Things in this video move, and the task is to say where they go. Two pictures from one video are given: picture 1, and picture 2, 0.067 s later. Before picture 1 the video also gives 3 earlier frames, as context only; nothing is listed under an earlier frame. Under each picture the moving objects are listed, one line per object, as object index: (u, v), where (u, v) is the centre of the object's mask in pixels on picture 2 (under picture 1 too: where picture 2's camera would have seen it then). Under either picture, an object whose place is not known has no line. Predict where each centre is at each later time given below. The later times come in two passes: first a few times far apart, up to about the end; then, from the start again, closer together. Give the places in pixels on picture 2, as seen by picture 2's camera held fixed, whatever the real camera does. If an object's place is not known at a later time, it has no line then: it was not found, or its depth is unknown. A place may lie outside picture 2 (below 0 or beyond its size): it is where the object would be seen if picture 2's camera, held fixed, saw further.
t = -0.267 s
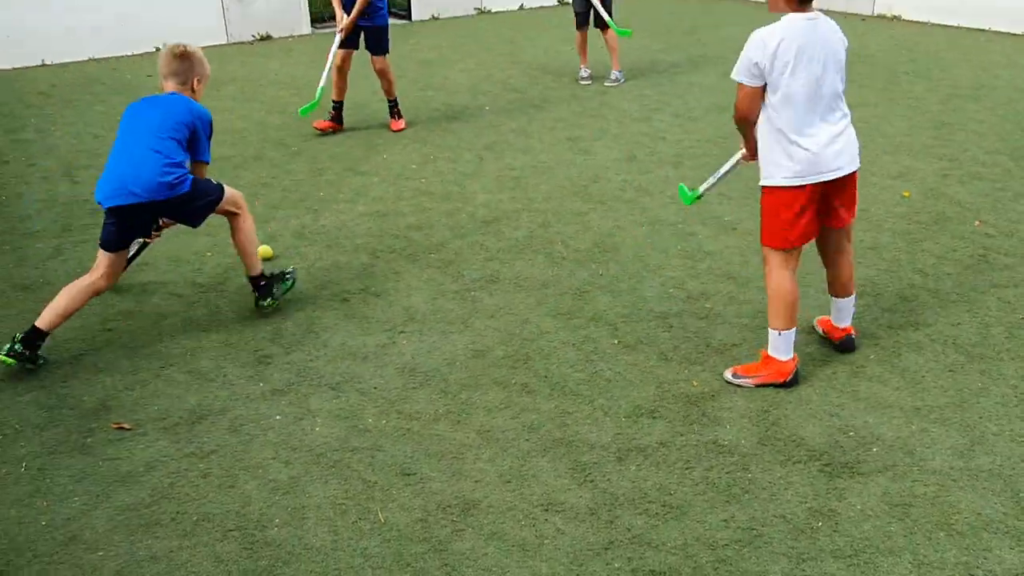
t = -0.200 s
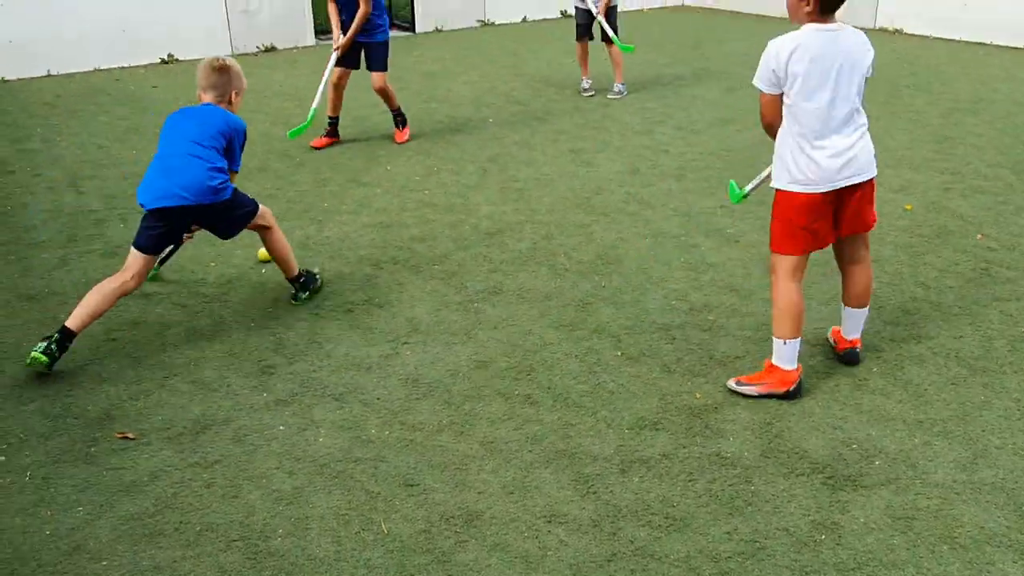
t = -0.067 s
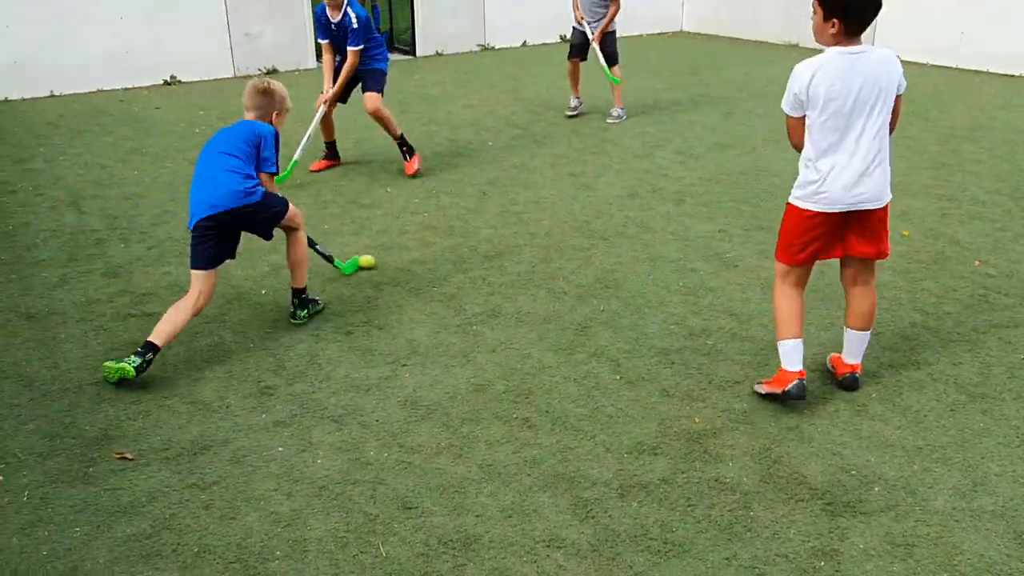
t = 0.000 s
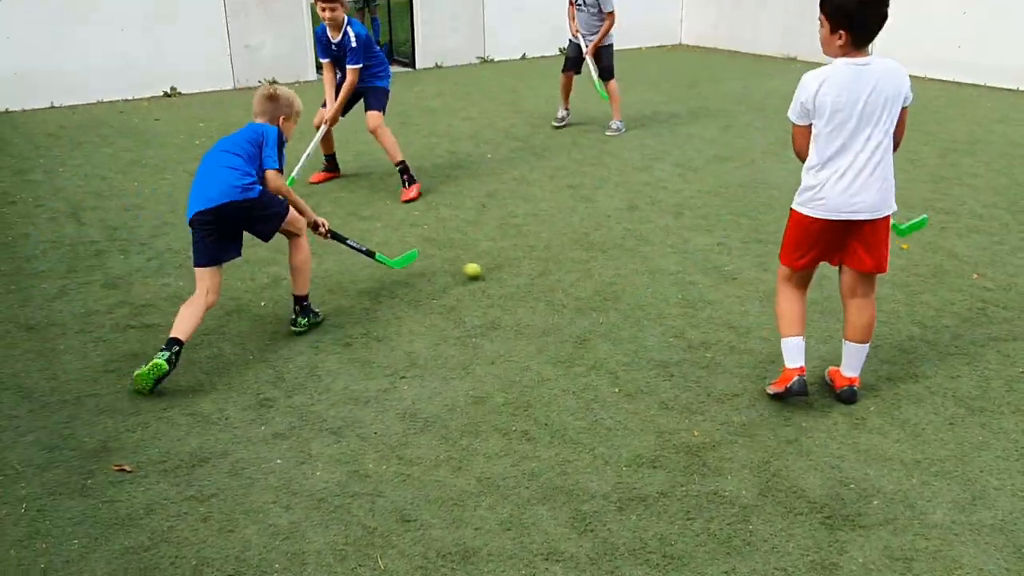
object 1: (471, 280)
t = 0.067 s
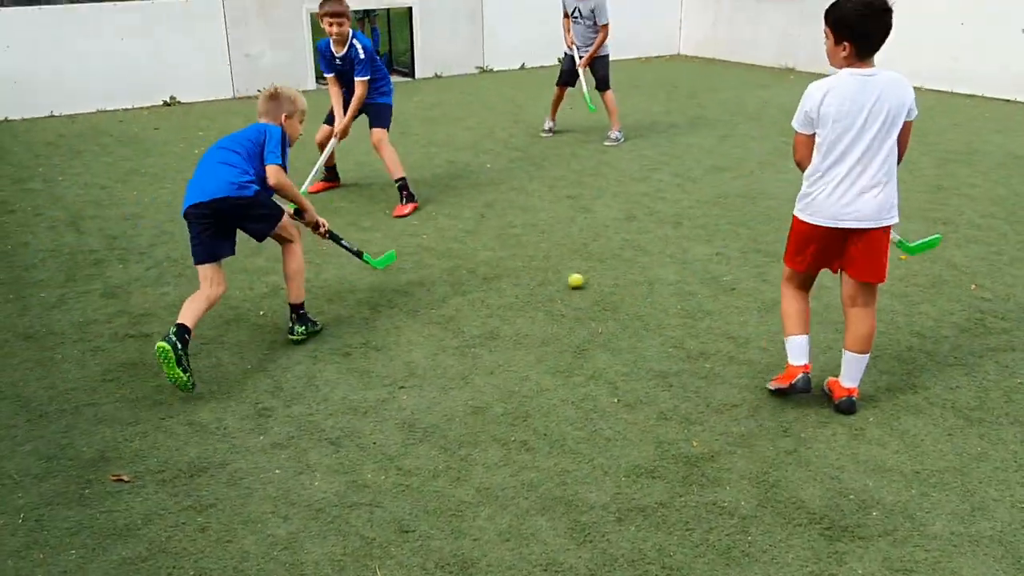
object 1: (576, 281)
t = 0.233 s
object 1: (787, 273)
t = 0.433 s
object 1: (1012, 276)
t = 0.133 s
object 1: (669, 280)
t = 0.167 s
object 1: (713, 280)
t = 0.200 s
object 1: (753, 276)
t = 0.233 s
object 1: (787, 273)
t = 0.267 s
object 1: (830, 276)
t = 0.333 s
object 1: (904, 274)
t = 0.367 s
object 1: (941, 272)
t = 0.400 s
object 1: (976, 273)
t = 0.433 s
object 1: (1012, 276)
